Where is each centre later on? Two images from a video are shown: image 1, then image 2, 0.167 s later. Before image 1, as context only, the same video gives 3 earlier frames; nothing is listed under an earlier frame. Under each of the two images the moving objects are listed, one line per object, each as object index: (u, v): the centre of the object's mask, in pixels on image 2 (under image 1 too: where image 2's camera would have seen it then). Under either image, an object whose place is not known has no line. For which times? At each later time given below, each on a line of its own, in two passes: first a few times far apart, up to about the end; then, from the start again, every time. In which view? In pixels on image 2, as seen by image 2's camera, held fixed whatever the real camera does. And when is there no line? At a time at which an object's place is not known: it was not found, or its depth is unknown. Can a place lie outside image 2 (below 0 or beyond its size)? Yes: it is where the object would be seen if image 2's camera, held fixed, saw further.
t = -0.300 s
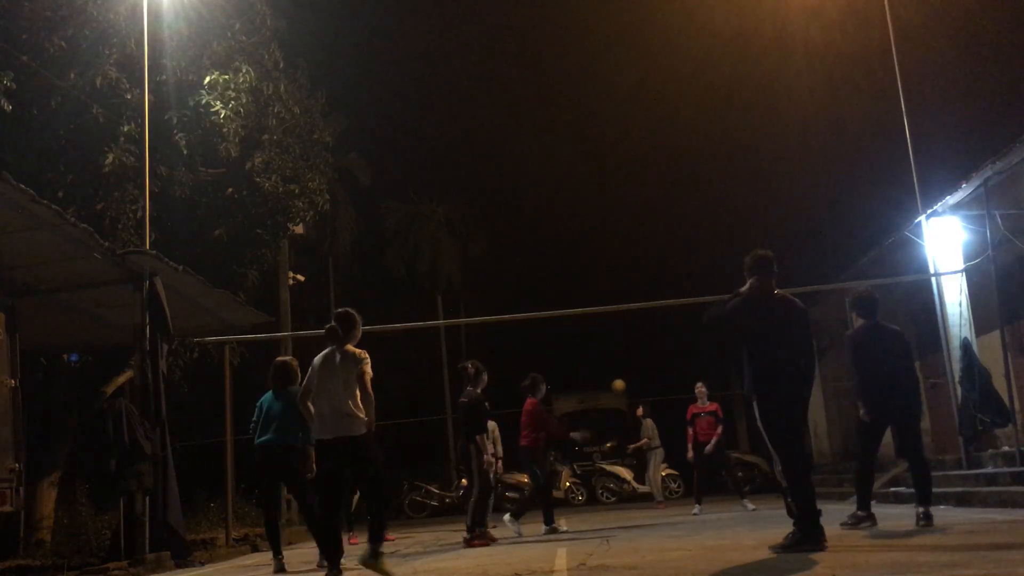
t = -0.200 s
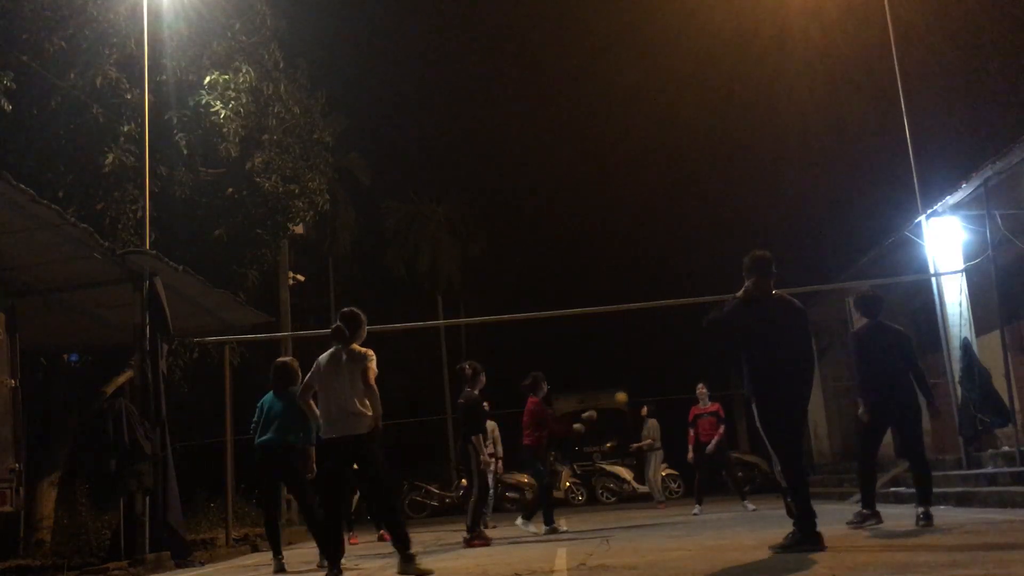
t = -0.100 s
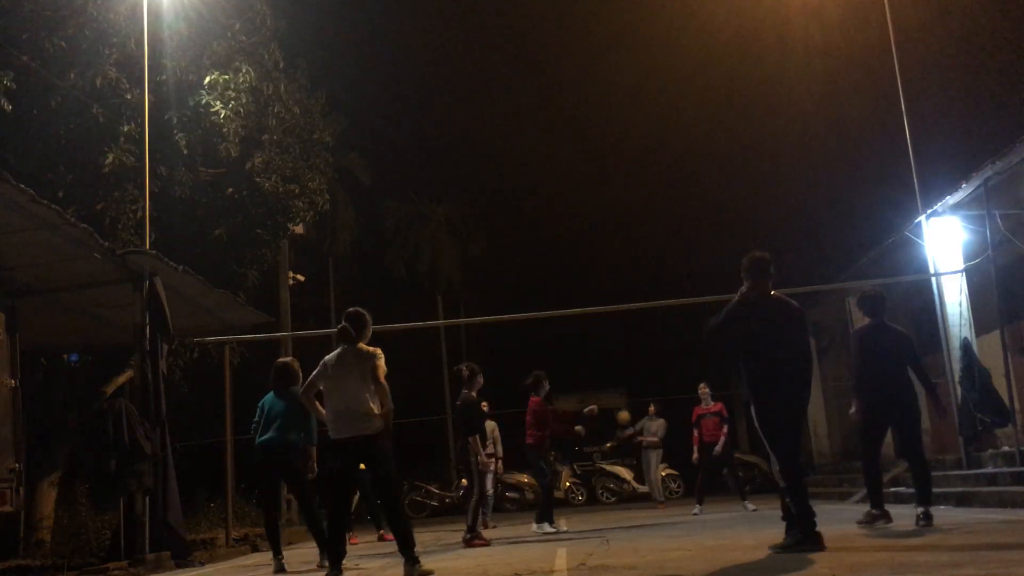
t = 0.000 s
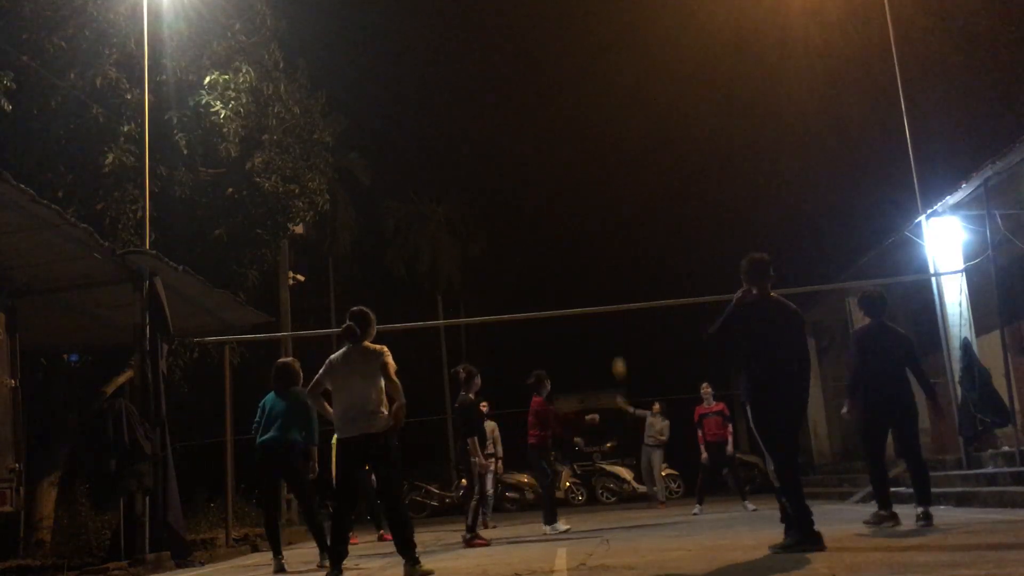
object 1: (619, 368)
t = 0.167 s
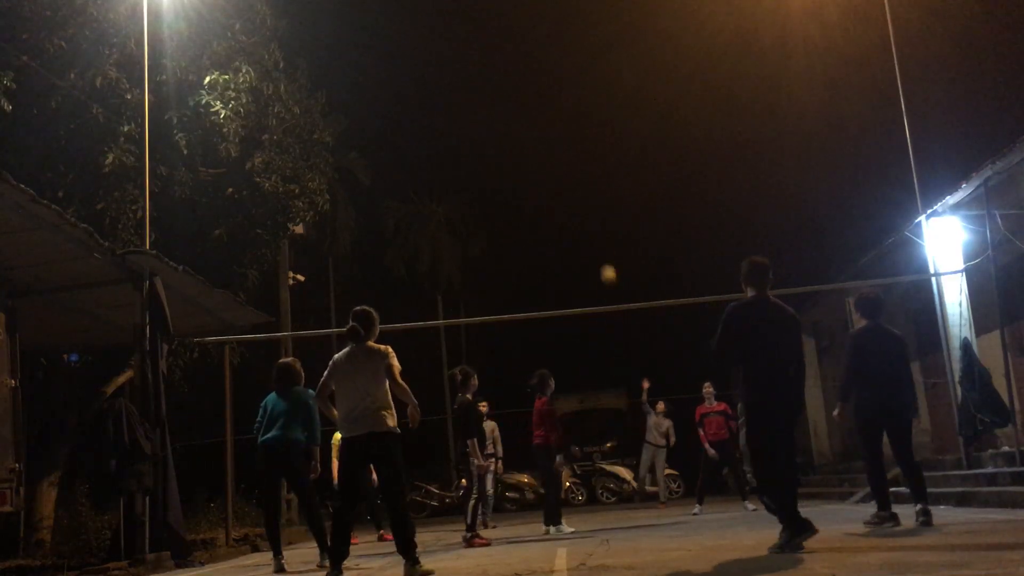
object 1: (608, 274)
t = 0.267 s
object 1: (602, 228)
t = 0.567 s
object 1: (590, 124)
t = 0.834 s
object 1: (585, 78)
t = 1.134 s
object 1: (589, 89)
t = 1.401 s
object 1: (604, 171)
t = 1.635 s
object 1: (631, 316)
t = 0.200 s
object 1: (606, 258)
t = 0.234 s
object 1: (604, 242)
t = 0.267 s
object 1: (602, 228)
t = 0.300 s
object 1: (600, 213)
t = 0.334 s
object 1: (599, 199)
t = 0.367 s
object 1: (597, 187)
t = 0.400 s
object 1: (596, 174)
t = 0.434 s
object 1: (595, 163)
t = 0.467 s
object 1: (594, 152)
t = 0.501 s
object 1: (592, 142)
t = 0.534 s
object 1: (591, 132)
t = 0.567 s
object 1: (590, 124)
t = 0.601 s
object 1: (589, 116)
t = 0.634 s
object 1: (588, 108)
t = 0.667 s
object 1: (588, 102)
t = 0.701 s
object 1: (587, 95)
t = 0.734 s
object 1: (586, 90)
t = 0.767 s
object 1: (586, 85)
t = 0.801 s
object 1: (585, 82)
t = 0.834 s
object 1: (585, 78)
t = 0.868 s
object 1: (585, 76)
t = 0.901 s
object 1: (585, 75)
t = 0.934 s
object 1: (585, 74)
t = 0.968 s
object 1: (585, 74)
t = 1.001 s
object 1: (586, 75)
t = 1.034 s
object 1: (586, 77)
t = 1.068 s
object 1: (587, 80)
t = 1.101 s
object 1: (588, 84)
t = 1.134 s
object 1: (589, 89)
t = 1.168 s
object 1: (590, 95)
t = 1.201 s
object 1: (592, 103)
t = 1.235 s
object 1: (593, 111)
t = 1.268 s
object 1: (595, 120)
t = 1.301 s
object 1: (597, 131)
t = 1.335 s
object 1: (599, 143)
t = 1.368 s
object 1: (601, 156)
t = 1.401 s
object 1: (604, 171)
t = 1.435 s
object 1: (607, 186)
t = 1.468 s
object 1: (610, 204)
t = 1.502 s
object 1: (613, 224)
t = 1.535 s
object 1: (617, 244)
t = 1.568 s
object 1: (621, 266)
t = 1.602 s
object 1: (626, 288)
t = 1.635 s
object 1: (631, 316)
